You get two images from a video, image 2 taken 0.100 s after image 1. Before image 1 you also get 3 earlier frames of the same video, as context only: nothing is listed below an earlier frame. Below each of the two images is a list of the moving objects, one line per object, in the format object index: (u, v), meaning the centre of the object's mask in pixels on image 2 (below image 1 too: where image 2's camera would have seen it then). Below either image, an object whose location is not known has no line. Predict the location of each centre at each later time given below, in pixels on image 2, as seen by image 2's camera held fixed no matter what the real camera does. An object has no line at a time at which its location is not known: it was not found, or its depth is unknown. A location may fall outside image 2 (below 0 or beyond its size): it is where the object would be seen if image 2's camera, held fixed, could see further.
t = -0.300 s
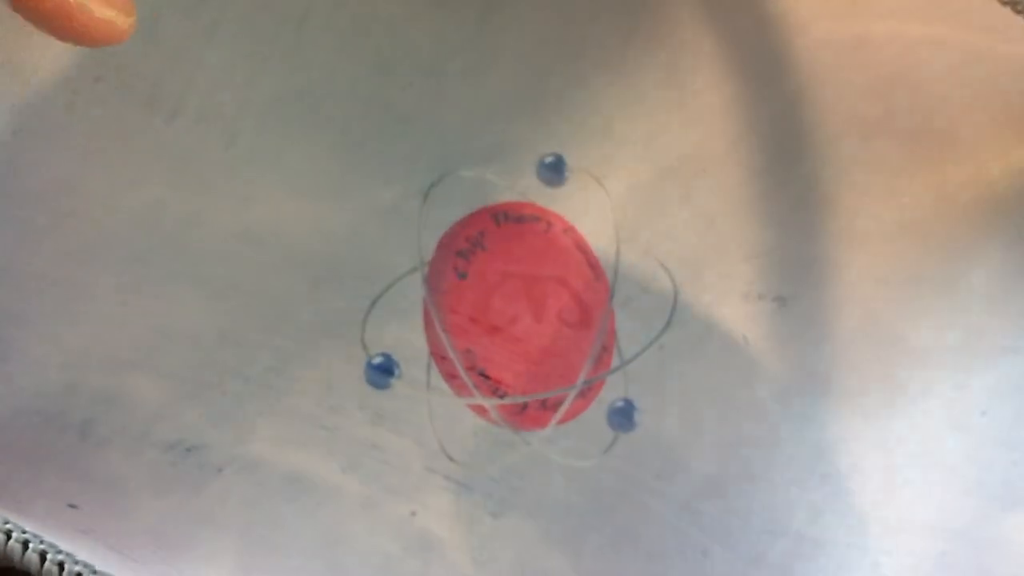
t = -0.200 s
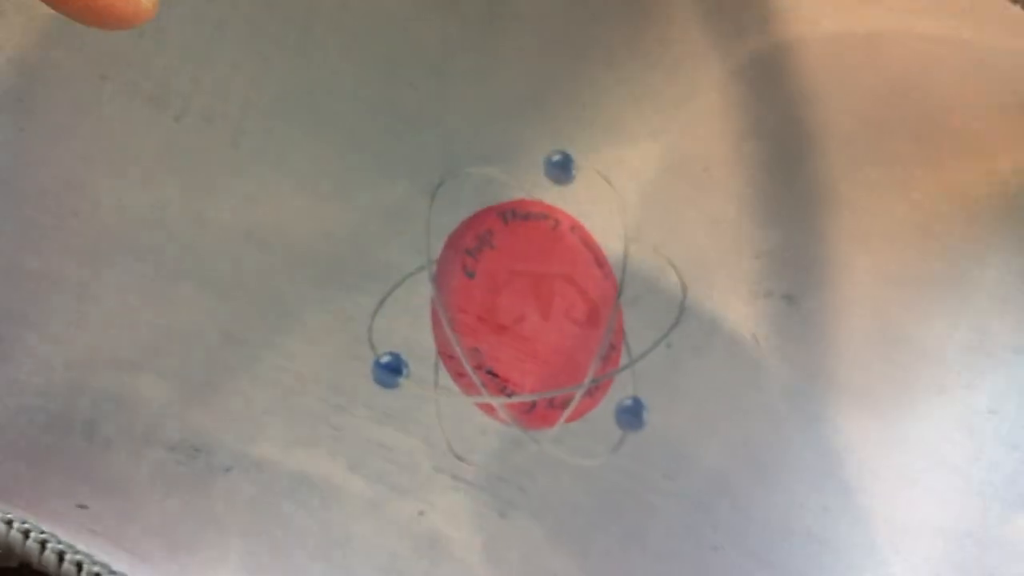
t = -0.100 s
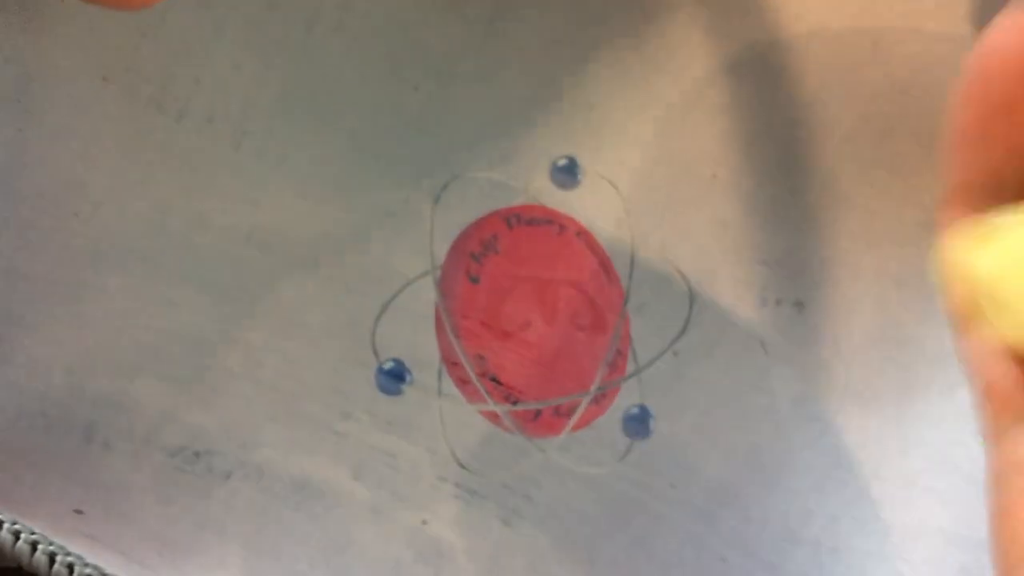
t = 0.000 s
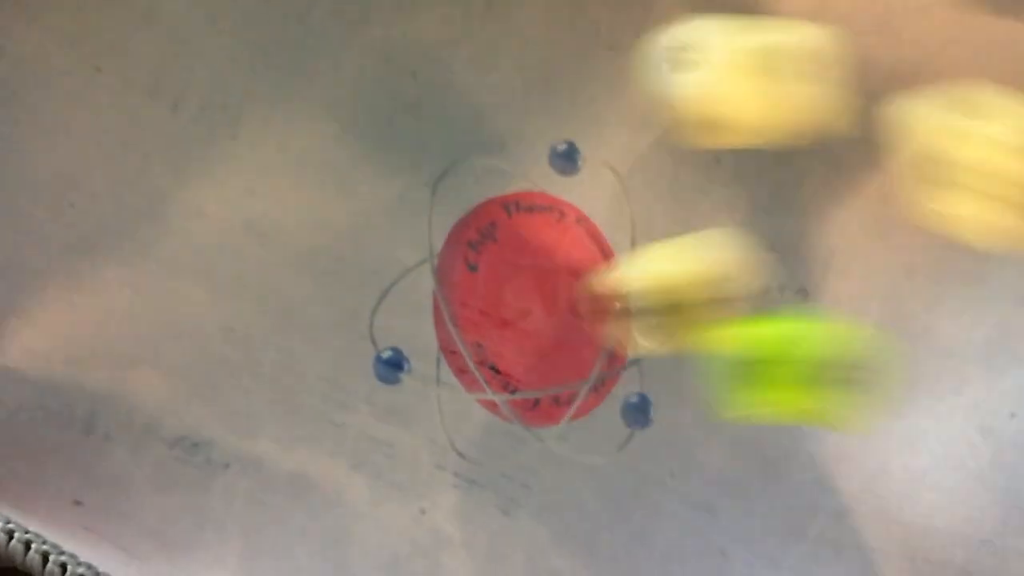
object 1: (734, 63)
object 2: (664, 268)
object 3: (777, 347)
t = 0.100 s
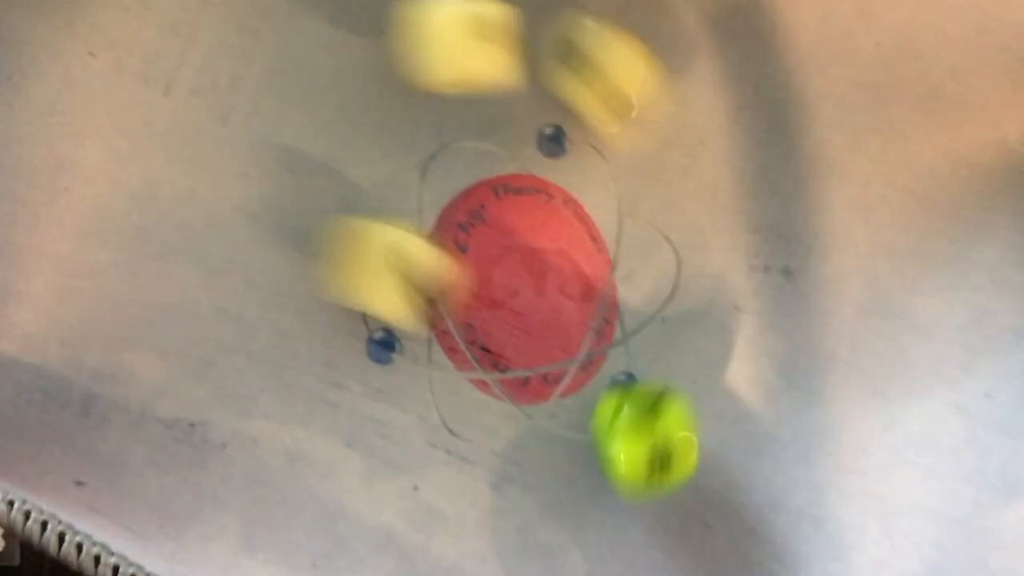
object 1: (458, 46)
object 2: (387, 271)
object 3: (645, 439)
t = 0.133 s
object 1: (411, 46)
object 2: (321, 244)
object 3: (641, 476)
